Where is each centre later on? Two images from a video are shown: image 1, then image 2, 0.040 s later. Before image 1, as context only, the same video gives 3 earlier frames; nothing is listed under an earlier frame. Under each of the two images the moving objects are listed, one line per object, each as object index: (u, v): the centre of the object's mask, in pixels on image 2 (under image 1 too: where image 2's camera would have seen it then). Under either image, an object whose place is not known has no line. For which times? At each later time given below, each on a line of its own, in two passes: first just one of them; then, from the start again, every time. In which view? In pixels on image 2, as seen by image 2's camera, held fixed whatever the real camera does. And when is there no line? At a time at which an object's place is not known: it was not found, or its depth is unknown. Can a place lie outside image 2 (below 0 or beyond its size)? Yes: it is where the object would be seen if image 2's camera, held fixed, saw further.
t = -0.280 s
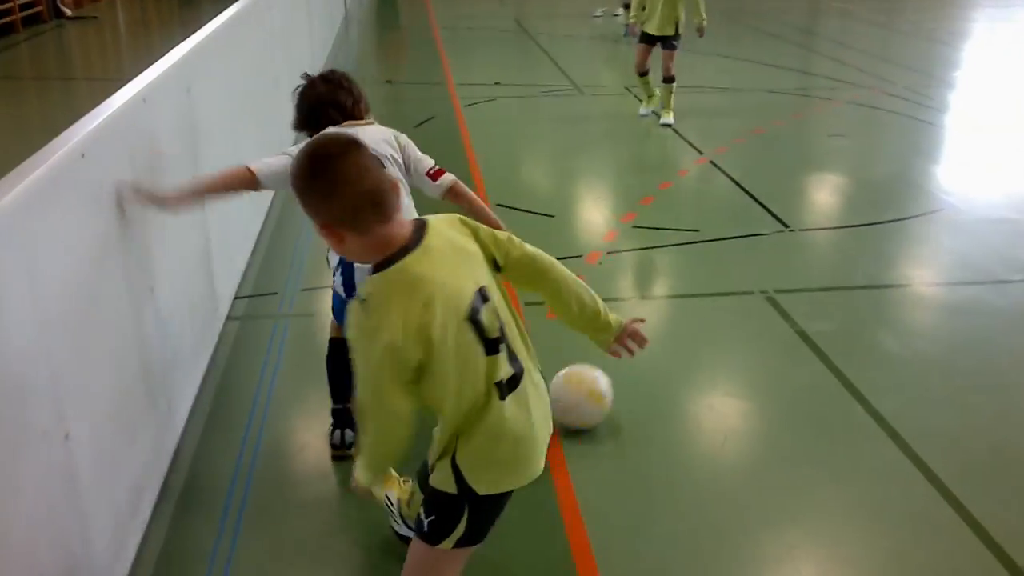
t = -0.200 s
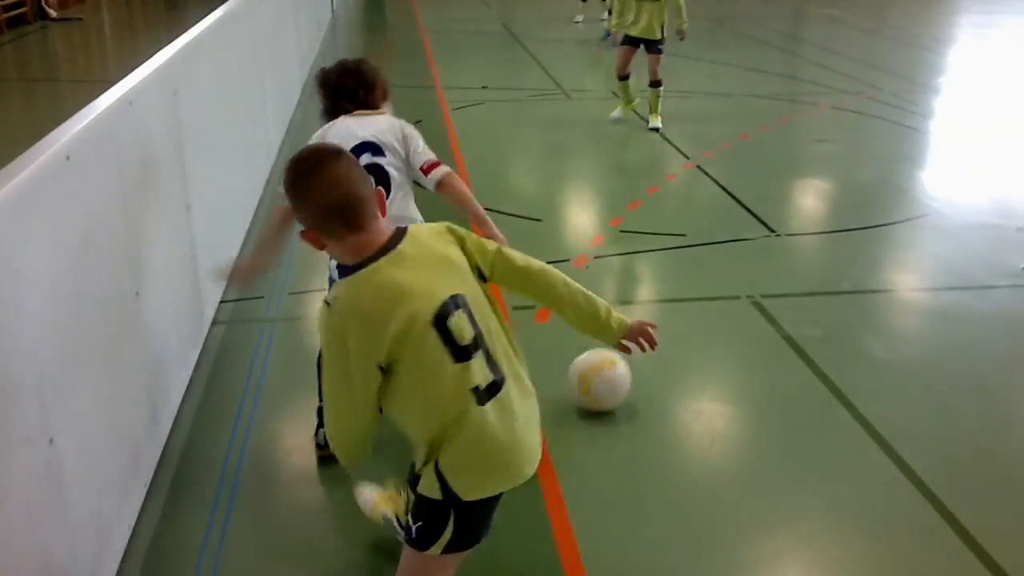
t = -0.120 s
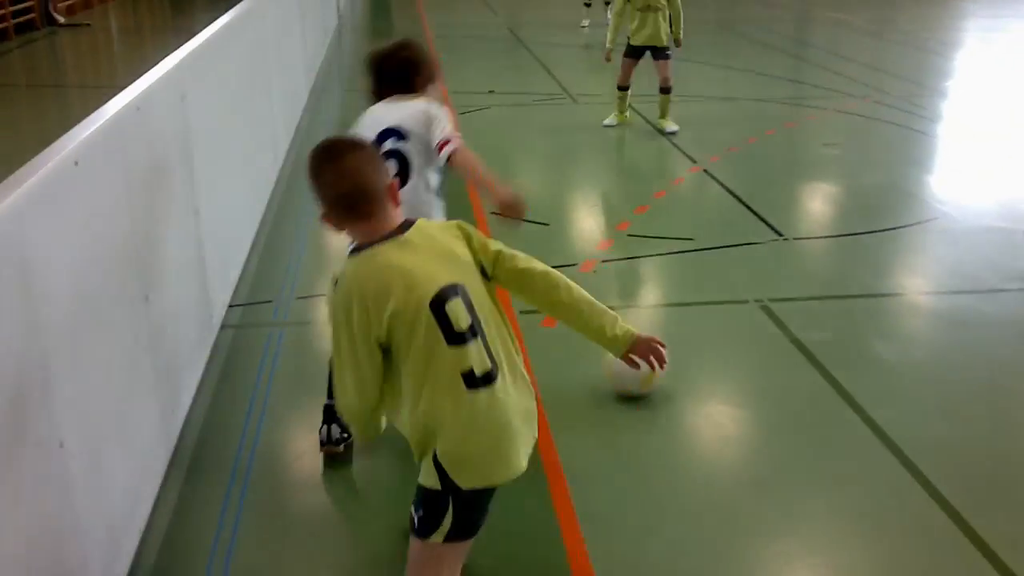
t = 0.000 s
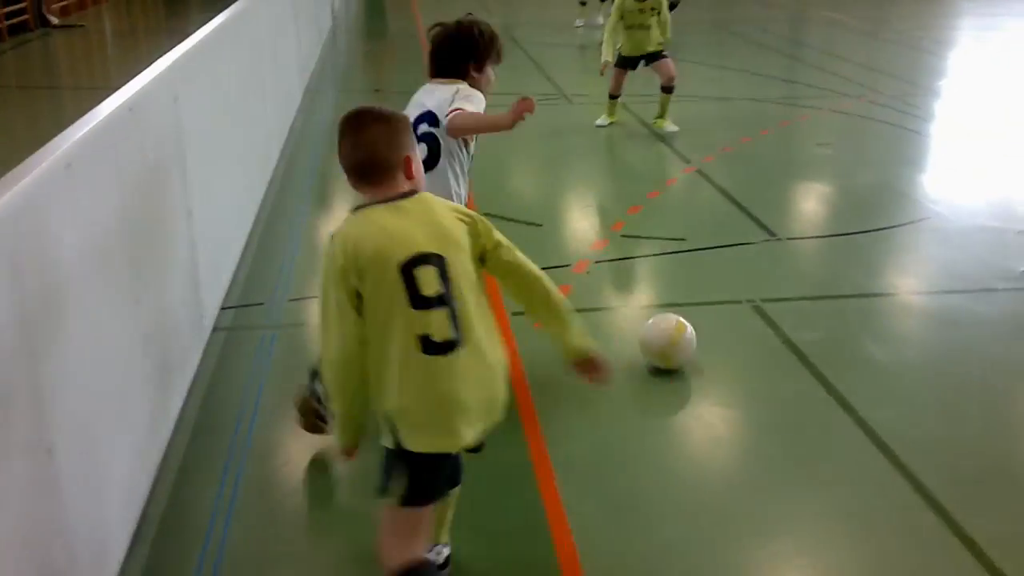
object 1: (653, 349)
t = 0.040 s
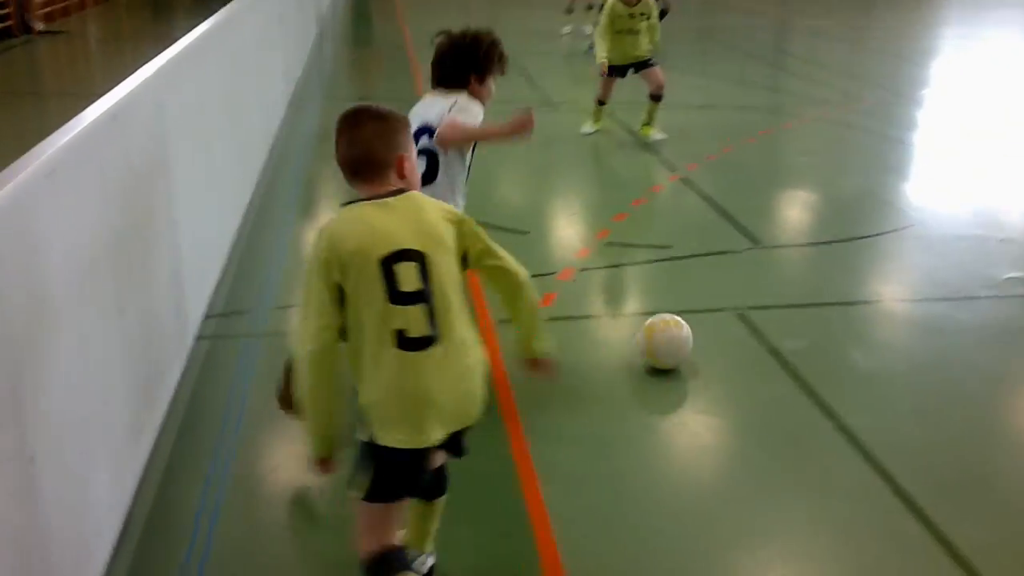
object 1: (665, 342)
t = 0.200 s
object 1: (709, 313)
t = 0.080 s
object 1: (676, 334)
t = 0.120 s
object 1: (686, 327)
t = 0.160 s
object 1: (697, 320)
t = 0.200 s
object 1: (709, 313)
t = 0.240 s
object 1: (719, 305)
